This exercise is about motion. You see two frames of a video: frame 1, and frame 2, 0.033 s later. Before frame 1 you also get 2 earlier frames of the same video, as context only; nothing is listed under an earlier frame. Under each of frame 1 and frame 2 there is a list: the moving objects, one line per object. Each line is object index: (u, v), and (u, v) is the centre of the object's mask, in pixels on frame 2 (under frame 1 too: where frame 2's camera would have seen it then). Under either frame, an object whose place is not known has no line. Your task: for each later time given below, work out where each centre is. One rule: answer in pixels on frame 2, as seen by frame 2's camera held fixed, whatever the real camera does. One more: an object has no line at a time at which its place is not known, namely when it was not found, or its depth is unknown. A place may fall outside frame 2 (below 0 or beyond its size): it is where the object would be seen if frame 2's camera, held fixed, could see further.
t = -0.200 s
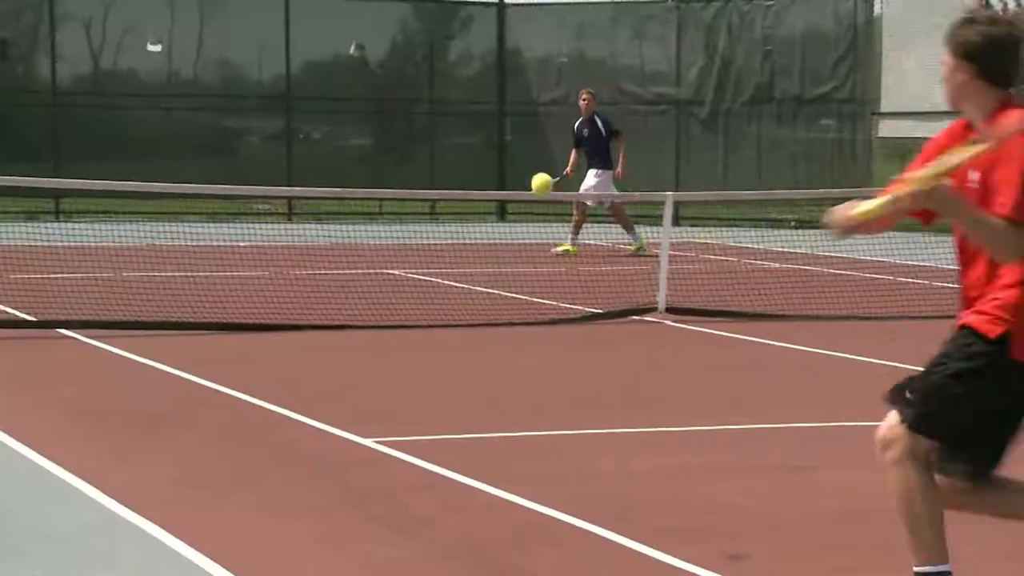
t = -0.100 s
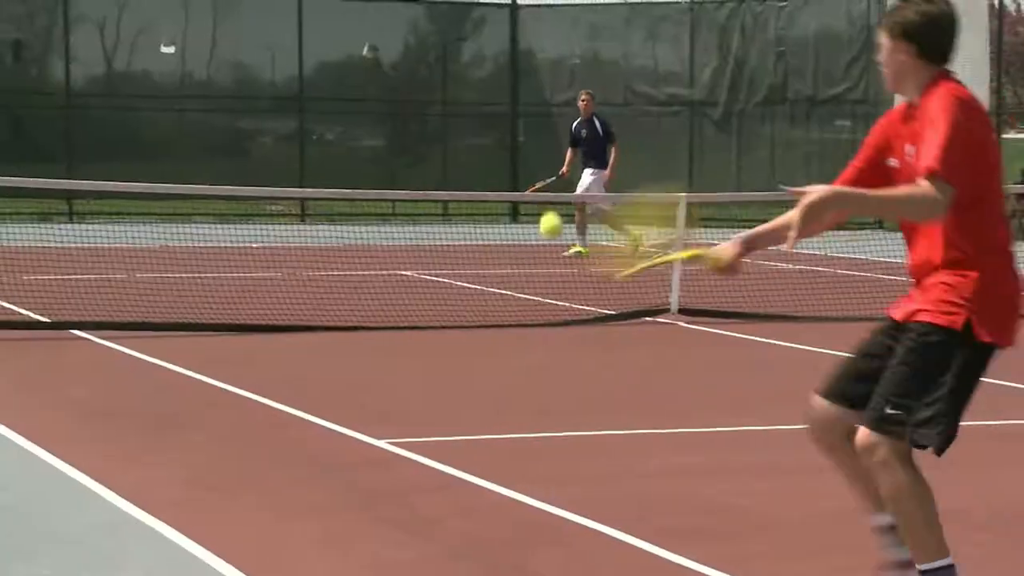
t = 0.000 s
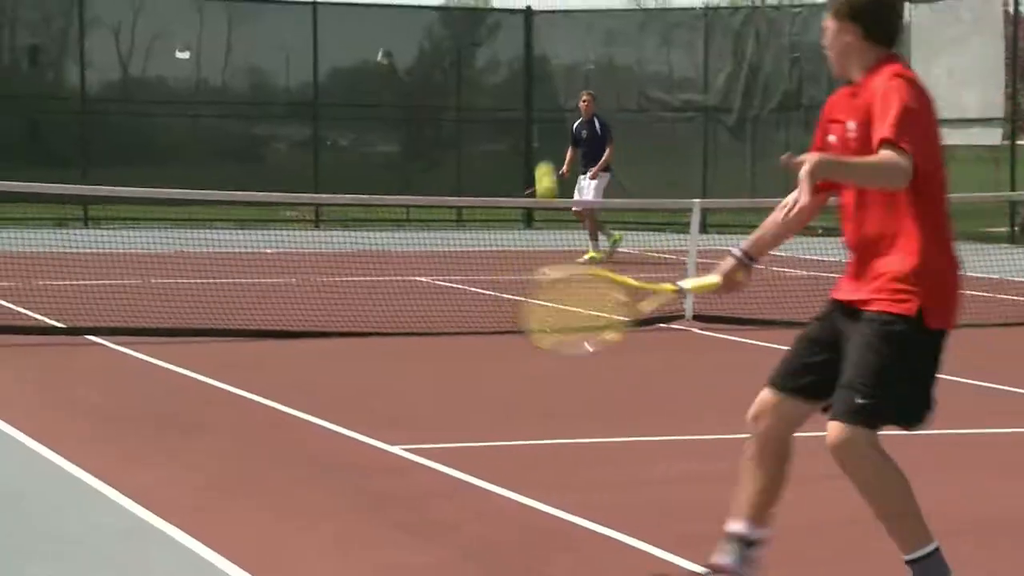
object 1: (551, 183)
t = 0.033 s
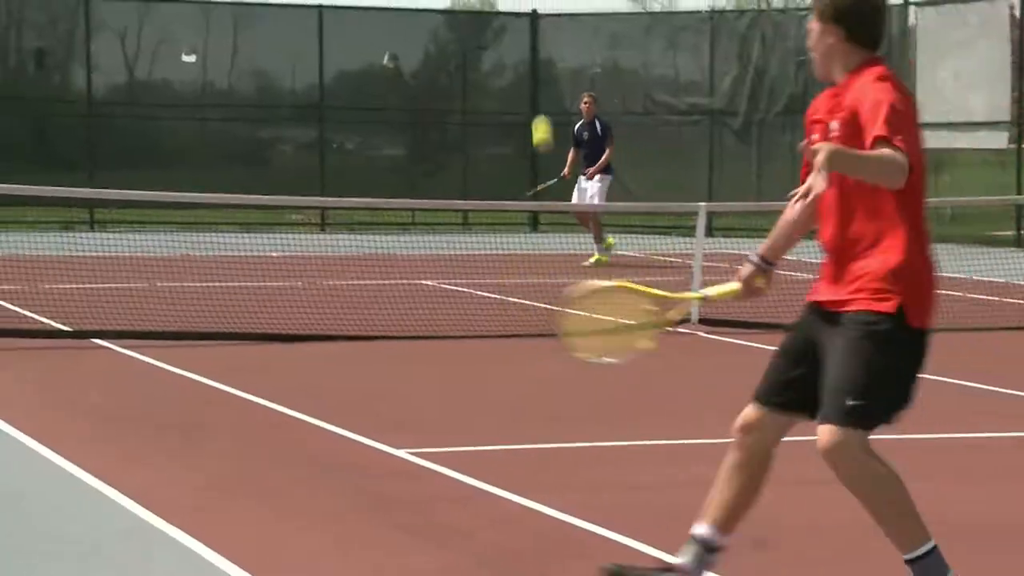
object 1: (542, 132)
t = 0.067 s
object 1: (534, 89)
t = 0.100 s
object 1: (526, 53)
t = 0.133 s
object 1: (520, 24)
